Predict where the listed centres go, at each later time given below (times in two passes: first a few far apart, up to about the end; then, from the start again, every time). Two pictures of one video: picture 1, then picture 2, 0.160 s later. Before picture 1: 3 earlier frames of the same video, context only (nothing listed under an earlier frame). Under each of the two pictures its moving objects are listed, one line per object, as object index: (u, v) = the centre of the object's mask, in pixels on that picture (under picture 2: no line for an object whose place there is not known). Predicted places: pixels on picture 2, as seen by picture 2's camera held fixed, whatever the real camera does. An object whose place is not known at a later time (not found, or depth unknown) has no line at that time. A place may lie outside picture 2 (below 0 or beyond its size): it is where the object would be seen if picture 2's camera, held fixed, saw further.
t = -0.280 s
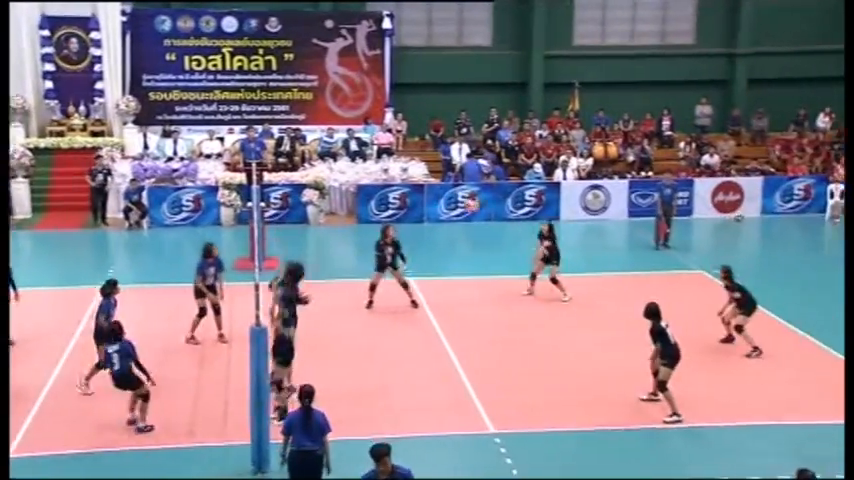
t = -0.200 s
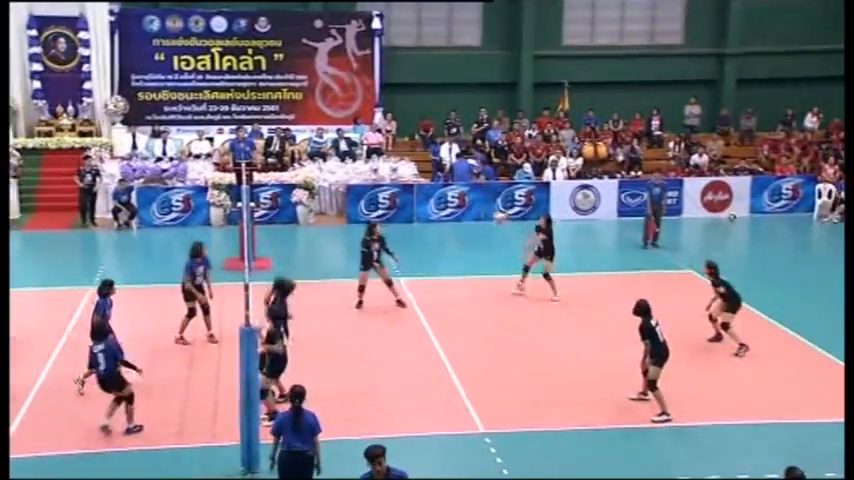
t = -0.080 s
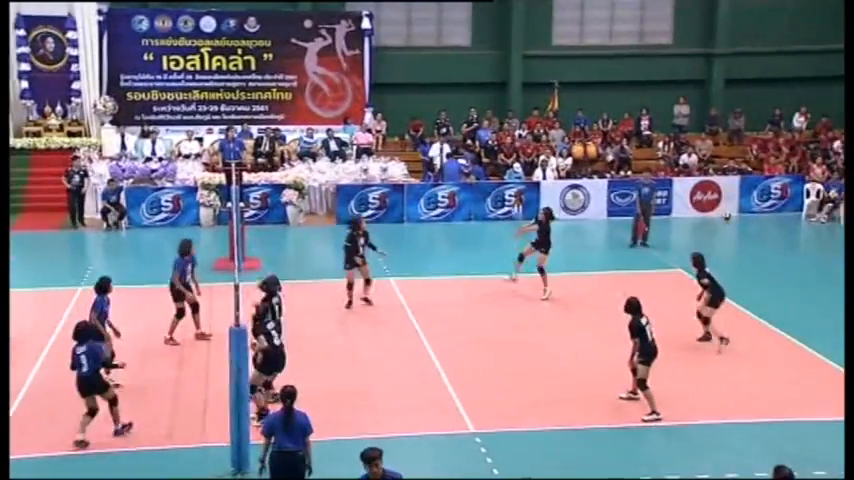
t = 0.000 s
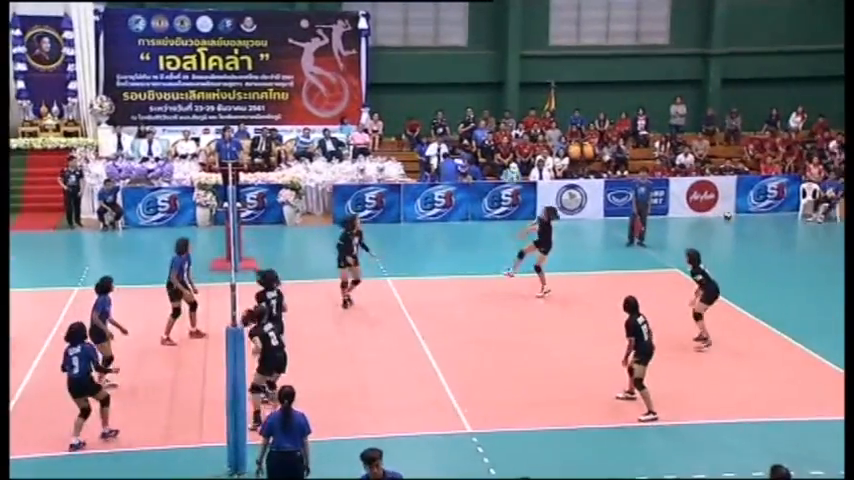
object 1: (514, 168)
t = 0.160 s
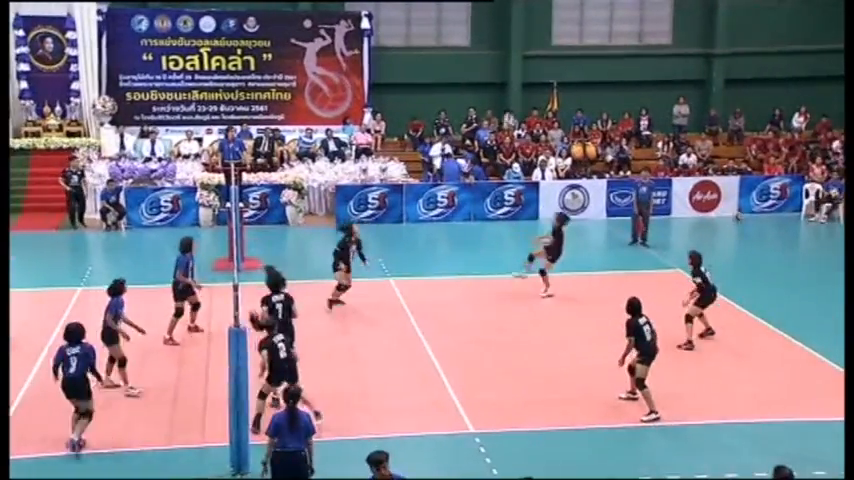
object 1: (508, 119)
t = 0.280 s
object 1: (504, 84)
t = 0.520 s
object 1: (498, 37)
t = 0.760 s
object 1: (491, 21)
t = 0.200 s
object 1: (507, 107)
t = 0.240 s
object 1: (506, 95)
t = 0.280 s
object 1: (504, 84)
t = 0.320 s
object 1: (503, 74)
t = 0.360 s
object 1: (502, 66)
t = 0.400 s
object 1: (501, 58)
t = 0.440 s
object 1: (499, 50)
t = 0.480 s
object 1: (498, 43)
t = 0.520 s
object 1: (498, 37)
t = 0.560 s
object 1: (497, 32)
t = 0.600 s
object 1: (495, 28)
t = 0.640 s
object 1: (494, 25)
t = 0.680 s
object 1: (492, 23)
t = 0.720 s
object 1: (492, 22)
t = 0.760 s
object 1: (491, 21)
